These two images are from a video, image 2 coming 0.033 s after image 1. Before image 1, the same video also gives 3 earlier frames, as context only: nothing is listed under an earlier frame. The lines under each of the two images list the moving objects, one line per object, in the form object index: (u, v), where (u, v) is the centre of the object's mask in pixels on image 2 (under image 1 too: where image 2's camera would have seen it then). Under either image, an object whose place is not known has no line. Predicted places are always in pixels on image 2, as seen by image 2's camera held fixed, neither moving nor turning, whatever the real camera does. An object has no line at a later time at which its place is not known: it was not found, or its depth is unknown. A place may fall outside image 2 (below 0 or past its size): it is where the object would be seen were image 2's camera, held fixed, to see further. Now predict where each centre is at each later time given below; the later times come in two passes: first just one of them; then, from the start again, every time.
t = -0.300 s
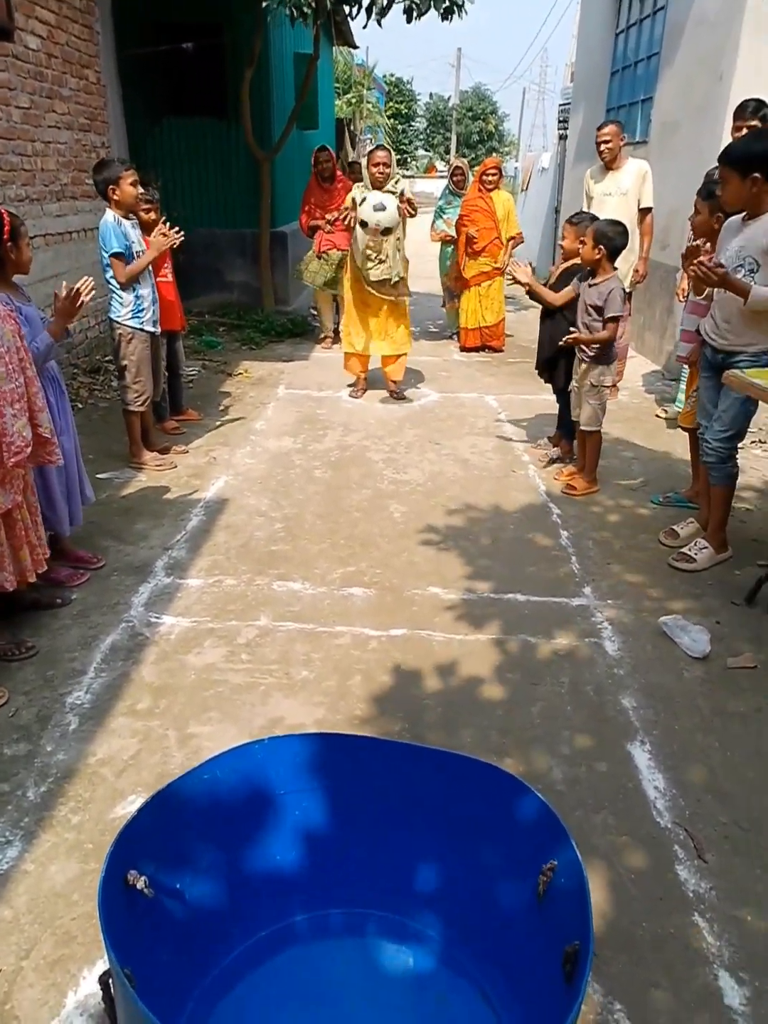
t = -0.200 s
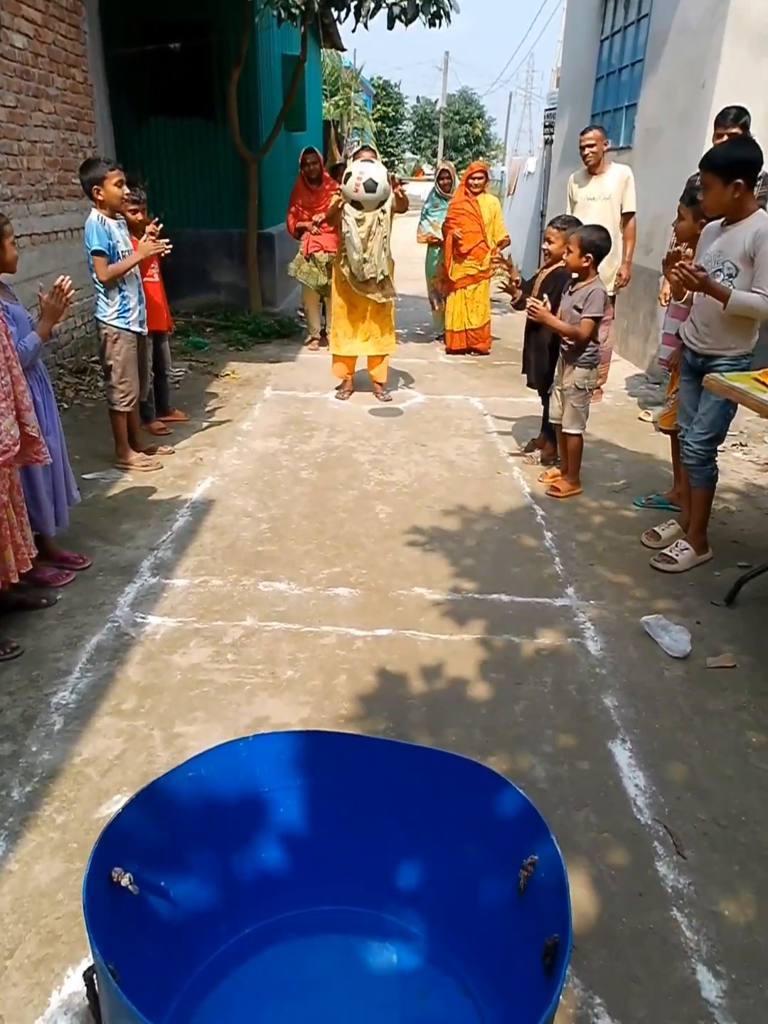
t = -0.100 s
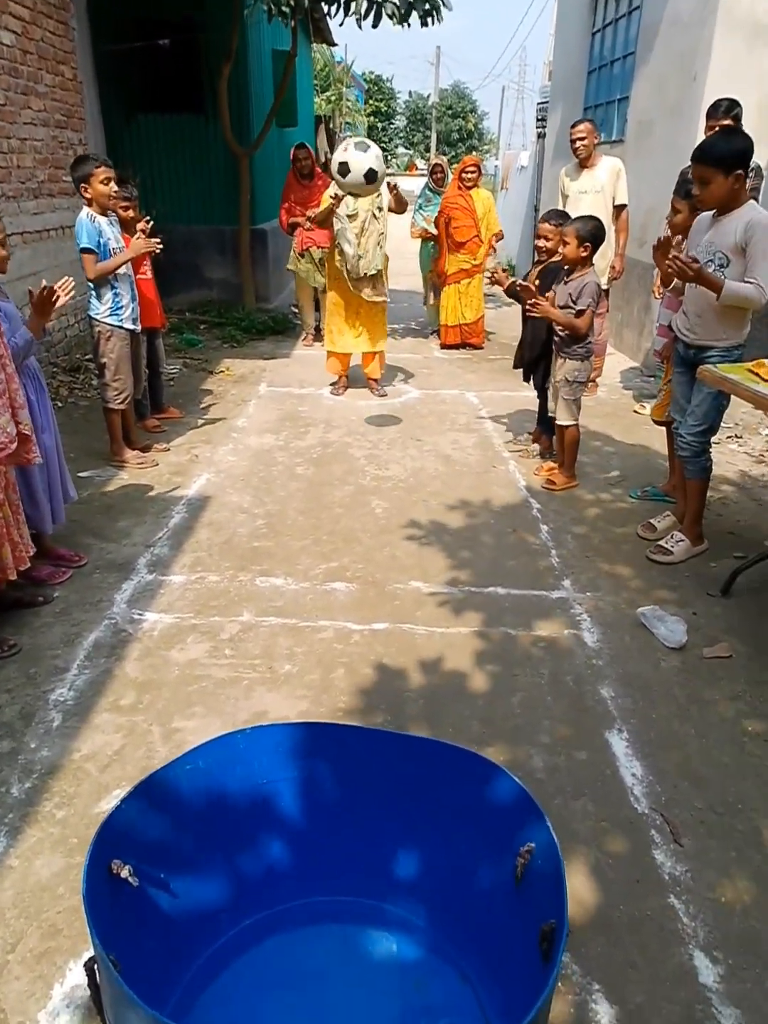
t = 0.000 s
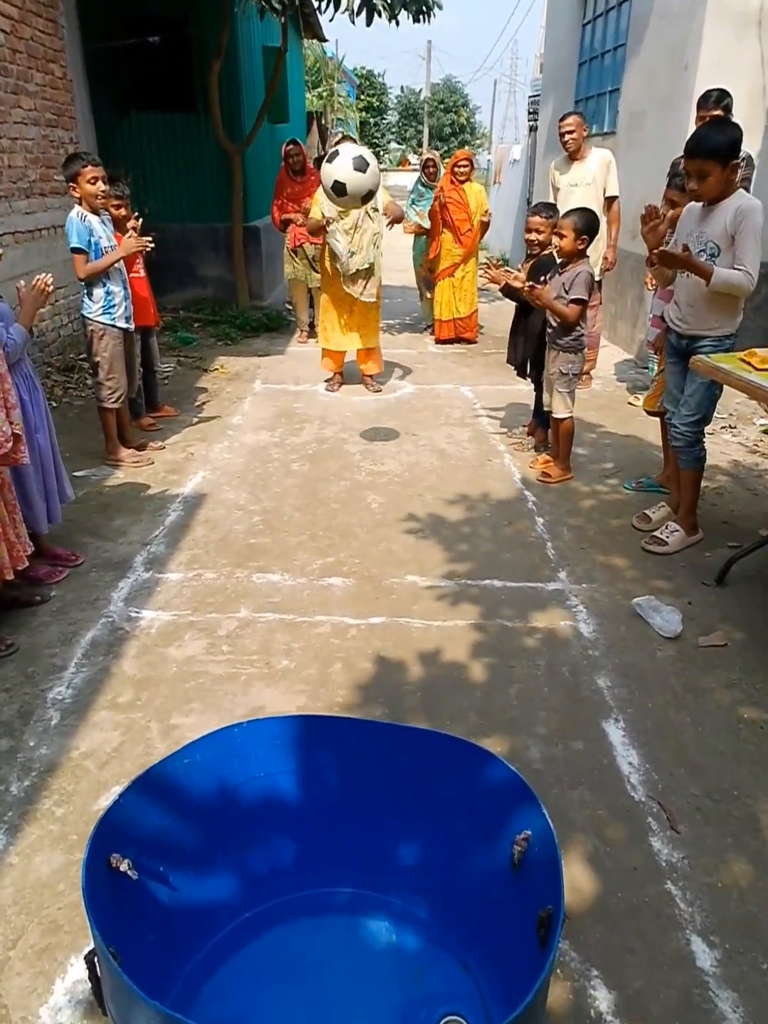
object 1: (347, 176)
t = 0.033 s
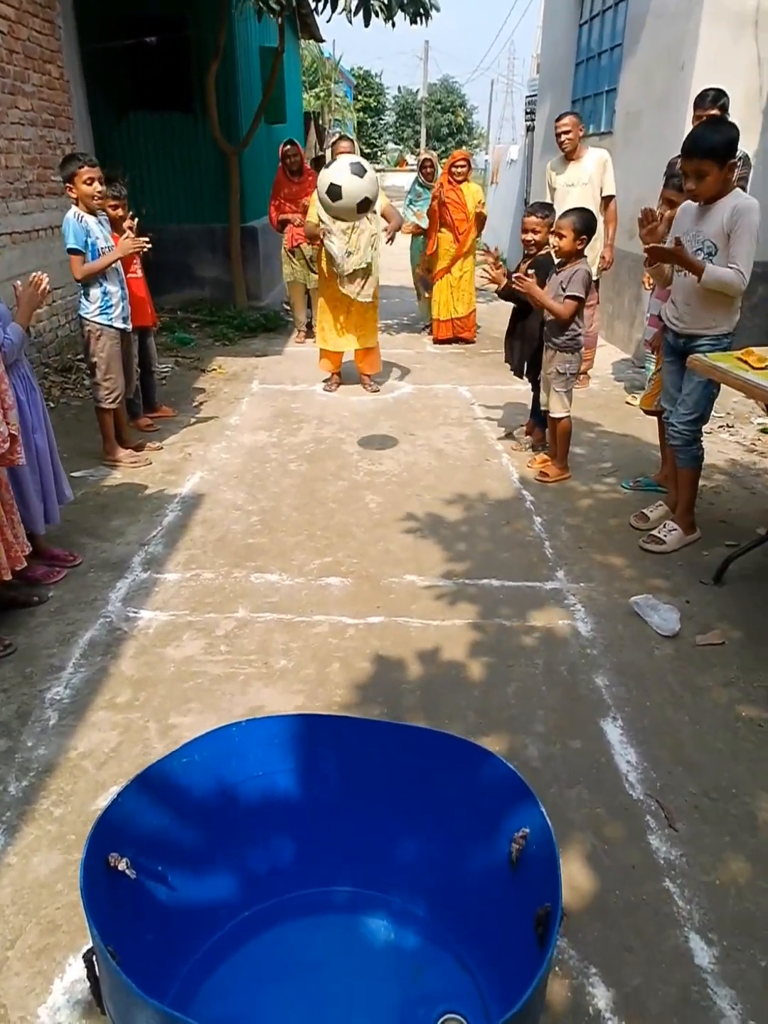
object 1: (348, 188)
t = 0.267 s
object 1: (352, 398)
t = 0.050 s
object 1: (347, 196)
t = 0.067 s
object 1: (347, 205)
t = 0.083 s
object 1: (347, 214)
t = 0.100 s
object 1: (348, 223)
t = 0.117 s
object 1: (348, 236)
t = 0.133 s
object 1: (348, 249)
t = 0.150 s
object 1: (349, 264)
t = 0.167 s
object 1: (349, 278)
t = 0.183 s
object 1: (349, 294)
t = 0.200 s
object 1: (350, 313)
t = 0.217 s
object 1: (350, 330)
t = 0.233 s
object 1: (350, 352)
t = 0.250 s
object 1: (351, 375)
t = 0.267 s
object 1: (352, 398)
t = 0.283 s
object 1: (352, 422)
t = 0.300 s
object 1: (353, 449)
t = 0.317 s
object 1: (353, 477)
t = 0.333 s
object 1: (353, 506)
